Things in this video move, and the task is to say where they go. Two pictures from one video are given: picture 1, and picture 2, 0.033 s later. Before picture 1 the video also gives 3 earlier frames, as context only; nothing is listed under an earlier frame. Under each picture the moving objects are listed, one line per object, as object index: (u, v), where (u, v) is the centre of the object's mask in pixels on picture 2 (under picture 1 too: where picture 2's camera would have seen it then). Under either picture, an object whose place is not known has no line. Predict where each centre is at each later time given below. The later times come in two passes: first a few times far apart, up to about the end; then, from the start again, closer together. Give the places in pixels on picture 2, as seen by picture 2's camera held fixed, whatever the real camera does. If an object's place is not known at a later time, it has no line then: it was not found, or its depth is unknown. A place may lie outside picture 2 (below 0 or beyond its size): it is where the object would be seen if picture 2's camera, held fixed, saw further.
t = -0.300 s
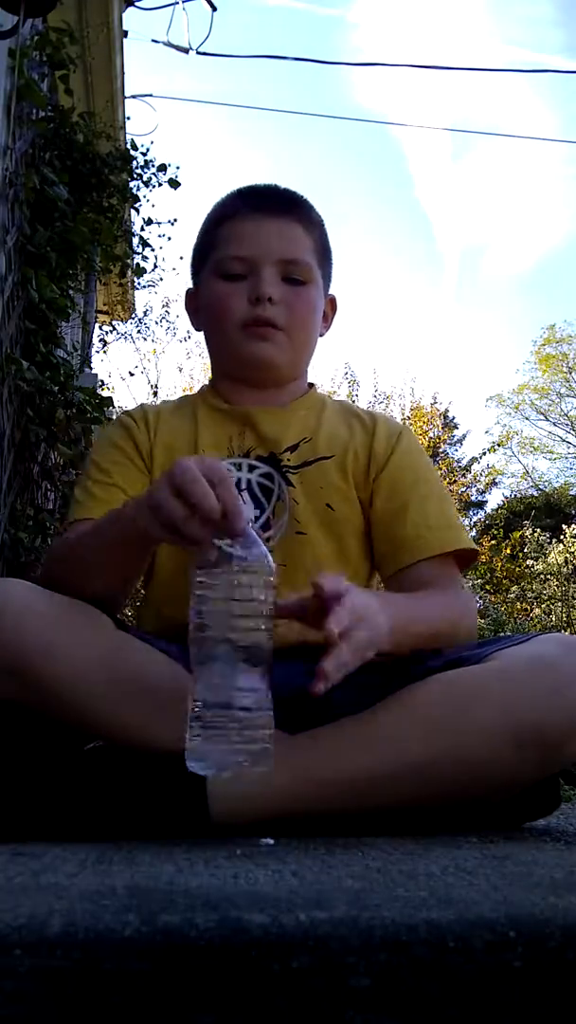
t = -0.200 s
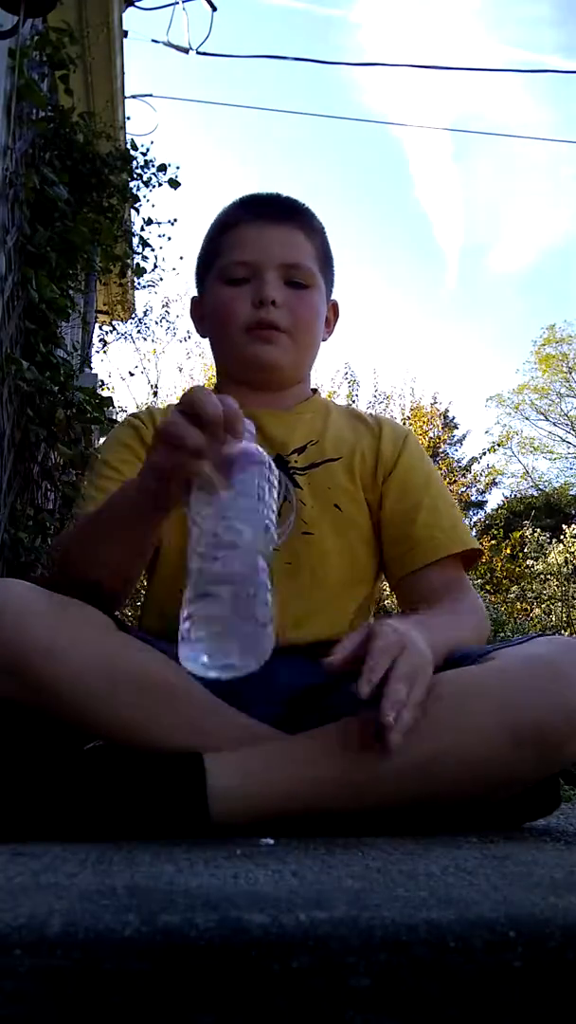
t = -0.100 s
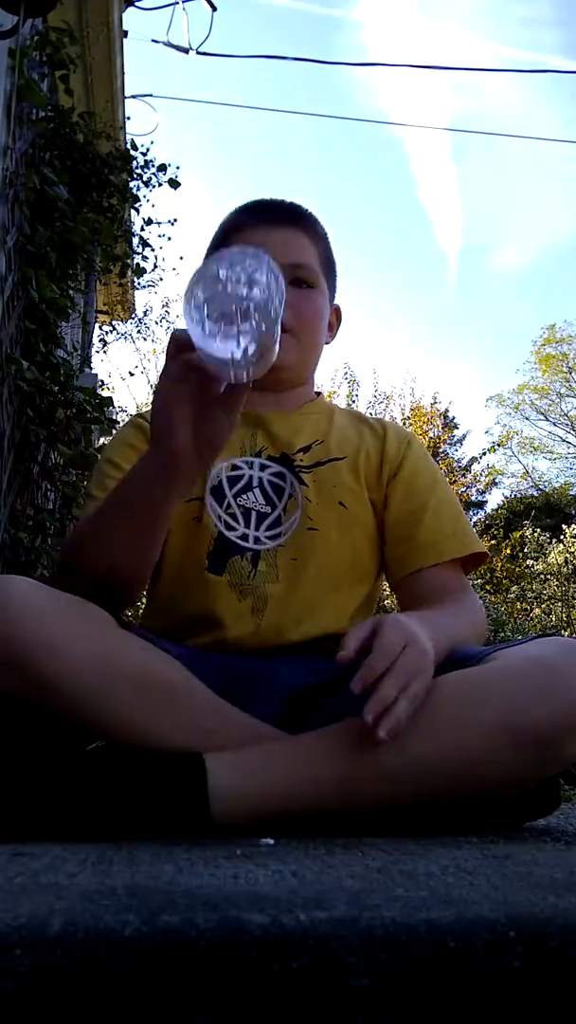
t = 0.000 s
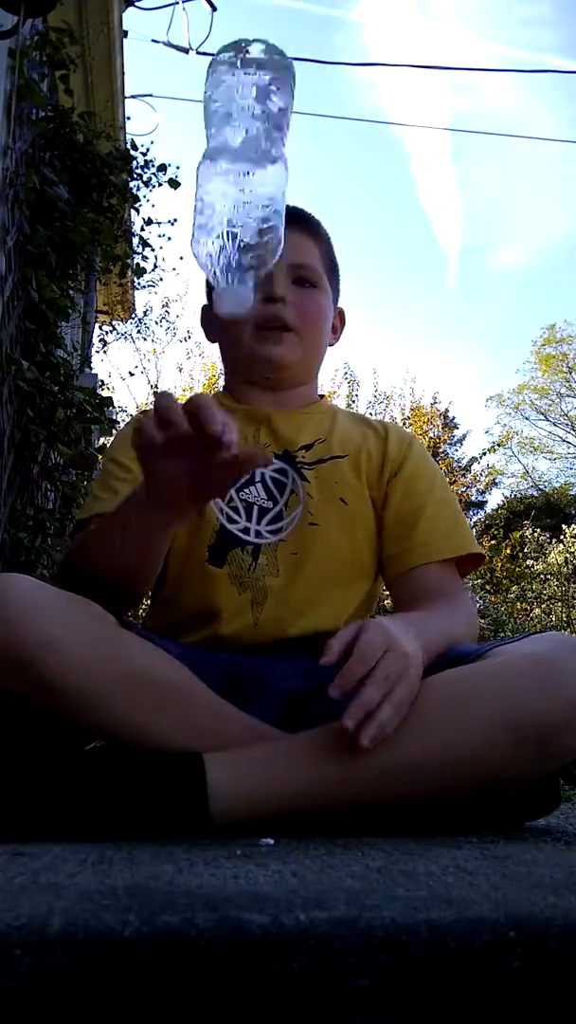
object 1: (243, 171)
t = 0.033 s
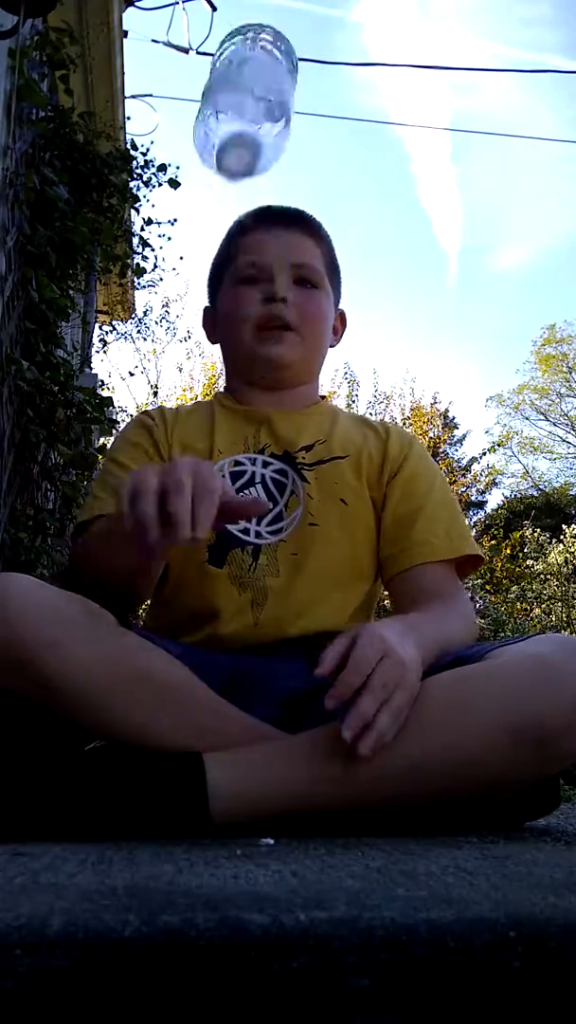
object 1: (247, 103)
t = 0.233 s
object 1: (275, 119)
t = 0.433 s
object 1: (304, 716)
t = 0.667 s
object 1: (316, 712)
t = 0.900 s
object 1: (306, 713)
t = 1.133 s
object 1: (305, 712)
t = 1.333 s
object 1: (304, 712)
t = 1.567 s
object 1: (305, 713)
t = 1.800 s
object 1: (305, 713)
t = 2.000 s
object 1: (305, 713)
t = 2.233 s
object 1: (304, 713)
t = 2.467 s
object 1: (305, 713)
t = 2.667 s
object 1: (304, 713)
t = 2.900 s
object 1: (304, 713)
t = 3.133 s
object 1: (304, 713)
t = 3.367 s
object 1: (304, 713)
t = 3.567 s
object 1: (304, 713)
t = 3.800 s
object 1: (304, 713)
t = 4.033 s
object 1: (305, 713)
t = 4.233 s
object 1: (305, 713)
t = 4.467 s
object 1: (305, 713)
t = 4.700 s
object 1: (304, 713)
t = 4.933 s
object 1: (304, 713)
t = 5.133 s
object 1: (304, 712)
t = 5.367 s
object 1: (304, 711)
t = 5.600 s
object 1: (304, 712)
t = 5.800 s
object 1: (305, 713)
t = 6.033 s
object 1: (305, 714)
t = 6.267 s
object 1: (305, 714)
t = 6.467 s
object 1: (305, 714)
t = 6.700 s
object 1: (305, 713)
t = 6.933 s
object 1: (305, 713)
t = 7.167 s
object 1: (305, 714)
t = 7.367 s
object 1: (305, 713)
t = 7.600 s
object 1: (304, 713)
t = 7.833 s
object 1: (305, 713)
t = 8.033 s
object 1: (304, 712)
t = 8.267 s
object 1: (305, 713)
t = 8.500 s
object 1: (304, 712)
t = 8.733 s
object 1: (305, 714)
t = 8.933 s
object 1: (304, 713)
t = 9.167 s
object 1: (305, 713)
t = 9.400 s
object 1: (304, 712)
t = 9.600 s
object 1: (305, 713)
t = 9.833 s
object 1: (304, 713)
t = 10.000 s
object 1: (304, 712)
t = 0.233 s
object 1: (275, 119)
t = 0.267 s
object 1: (281, 164)
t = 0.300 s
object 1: (285, 238)
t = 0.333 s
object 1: (289, 328)
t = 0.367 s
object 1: (294, 436)
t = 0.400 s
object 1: (298, 572)
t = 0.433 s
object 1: (304, 716)
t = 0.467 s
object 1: (315, 710)
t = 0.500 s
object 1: (319, 709)
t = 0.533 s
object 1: (321, 710)
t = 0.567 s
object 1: (322, 709)
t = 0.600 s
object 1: (322, 710)
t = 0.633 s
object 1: (320, 711)
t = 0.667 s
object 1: (316, 712)
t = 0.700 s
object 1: (310, 714)
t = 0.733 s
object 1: (302, 714)
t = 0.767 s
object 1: (299, 714)
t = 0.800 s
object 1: (302, 713)
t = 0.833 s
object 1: (307, 712)
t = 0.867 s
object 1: (308, 712)
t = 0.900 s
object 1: (306, 713)
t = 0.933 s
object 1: (304, 713)
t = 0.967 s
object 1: (304, 713)
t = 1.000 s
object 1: (306, 713)
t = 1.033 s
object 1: (306, 712)
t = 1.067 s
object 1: (304, 713)
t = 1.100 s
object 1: (303, 712)
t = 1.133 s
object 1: (305, 712)
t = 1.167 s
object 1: (305, 712)
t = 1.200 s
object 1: (304, 713)
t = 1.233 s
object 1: (304, 713)
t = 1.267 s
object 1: (305, 712)
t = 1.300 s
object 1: (305, 712)
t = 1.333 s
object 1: (304, 712)
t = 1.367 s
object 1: (304, 713)
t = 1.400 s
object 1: (305, 712)
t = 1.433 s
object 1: (305, 713)
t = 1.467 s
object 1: (304, 713)
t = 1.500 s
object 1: (305, 713)
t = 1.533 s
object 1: (305, 712)
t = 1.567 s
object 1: (305, 713)
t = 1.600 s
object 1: (305, 714)
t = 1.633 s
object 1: (305, 713)
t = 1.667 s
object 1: (305, 713)
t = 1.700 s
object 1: (305, 713)
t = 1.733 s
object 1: (305, 713)
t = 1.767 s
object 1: (305, 713)
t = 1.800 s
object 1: (305, 713)
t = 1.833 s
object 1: (305, 713)
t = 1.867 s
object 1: (305, 713)
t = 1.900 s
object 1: (304, 712)
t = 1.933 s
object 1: (304, 712)
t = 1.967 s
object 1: (304, 712)
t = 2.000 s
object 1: (305, 713)
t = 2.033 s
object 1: (305, 713)
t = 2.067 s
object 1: (304, 713)
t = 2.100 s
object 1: (304, 712)
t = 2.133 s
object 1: (304, 712)
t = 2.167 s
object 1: (304, 712)
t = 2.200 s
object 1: (304, 713)
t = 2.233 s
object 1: (304, 713)
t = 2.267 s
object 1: (304, 713)
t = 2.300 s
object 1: (305, 713)
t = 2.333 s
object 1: (305, 713)
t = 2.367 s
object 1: (304, 713)
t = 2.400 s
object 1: (304, 713)
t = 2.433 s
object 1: (305, 713)
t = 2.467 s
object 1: (305, 713)
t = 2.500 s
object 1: (305, 713)
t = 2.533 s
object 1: (304, 712)
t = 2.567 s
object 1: (304, 713)
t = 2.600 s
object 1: (305, 713)
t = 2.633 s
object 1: (305, 713)
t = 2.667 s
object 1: (304, 713)
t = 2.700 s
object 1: (304, 713)
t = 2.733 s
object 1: (304, 713)
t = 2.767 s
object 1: (304, 713)
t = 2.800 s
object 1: (305, 713)
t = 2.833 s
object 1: (304, 713)
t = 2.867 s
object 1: (304, 713)
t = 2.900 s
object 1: (304, 713)
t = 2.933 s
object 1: (305, 713)
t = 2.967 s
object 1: (304, 713)
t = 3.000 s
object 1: (304, 713)
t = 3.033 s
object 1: (304, 713)
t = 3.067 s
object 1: (305, 713)
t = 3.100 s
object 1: (305, 713)
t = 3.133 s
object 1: (304, 713)
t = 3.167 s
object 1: (304, 713)
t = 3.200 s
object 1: (304, 713)
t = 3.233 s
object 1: (304, 713)
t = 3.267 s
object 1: (304, 713)
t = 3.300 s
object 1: (304, 713)
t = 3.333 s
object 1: (304, 713)
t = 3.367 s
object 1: (304, 713)
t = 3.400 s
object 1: (304, 713)
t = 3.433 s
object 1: (304, 713)
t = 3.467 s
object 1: (304, 713)
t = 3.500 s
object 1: (304, 713)
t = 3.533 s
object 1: (304, 713)
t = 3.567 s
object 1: (304, 713)
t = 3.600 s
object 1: (304, 713)
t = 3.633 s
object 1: (304, 713)
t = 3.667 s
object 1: (304, 713)
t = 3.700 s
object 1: (304, 713)
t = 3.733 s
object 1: (304, 713)
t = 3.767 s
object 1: (304, 713)
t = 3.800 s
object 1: (304, 713)
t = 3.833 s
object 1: (304, 713)
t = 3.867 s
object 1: (305, 713)
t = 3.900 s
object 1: (304, 713)
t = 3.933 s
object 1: (305, 713)
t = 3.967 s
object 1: (305, 713)
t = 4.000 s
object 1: (305, 713)
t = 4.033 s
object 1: (305, 713)
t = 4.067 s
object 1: (305, 713)
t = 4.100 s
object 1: (305, 713)
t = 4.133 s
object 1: (305, 713)
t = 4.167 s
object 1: (305, 713)
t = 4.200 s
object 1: (305, 713)
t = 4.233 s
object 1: (305, 713)
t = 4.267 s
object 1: (305, 713)
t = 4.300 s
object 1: (305, 713)
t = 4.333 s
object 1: (305, 713)
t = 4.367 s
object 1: (305, 713)
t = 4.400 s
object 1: (305, 713)
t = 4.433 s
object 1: (305, 714)
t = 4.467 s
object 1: (305, 713)
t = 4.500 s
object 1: (305, 713)
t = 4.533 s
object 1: (305, 713)
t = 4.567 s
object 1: (305, 713)
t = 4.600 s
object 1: (305, 714)
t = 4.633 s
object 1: (305, 714)
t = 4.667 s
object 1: (304, 713)
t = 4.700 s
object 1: (304, 713)
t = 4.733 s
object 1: (304, 713)
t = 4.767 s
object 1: (304, 713)
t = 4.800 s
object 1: (304, 713)
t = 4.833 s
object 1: (304, 712)
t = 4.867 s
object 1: (304, 713)
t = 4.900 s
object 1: (304, 713)
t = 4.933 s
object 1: (304, 713)
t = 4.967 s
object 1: (304, 713)
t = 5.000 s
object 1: (304, 713)
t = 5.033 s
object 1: (305, 713)
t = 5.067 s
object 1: (304, 713)
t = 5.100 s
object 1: (304, 713)
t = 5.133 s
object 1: (304, 712)
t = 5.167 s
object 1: (304, 712)
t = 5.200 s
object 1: (305, 712)
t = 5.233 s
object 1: (304, 712)
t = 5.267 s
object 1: (304, 712)
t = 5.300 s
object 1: (304, 710)
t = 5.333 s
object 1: (304, 711)
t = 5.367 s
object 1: (304, 711)
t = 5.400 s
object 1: (304, 710)
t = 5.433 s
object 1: (304, 712)
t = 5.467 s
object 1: (304, 711)
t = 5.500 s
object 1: (304, 712)
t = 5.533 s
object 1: (304, 712)
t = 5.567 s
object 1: (304, 713)
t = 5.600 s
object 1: (304, 712)
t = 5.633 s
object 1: (304, 712)
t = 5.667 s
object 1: (304, 712)
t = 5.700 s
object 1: (304, 712)
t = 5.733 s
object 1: (304, 712)
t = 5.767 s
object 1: (304, 713)
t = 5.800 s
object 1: (305, 713)
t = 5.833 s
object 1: (304, 713)
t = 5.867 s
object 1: (304, 712)
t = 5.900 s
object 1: (304, 712)
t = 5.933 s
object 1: (304, 712)
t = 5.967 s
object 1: (305, 713)
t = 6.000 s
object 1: (305, 713)
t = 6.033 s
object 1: (305, 714)
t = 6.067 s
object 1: (305, 714)
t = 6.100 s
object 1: (305, 714)
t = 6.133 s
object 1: (305, 714)
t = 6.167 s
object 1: (305, 714)
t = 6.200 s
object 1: (305, 714)
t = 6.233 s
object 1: (305, 714)
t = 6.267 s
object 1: (305, 714)
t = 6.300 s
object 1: (305, 714)
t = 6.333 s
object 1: (305, 714)
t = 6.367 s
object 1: (305, 714)
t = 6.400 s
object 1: (305, 714)
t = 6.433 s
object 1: (305, 714)
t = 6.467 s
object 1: (305, 714)
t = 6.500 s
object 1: (305, 714)
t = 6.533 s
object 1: (305, 714)
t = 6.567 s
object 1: (305, 713)
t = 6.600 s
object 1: (305, 713)
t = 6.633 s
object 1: (305, 713)
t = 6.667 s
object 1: (305, 713)
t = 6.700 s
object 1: (305, 713)
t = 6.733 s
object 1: (305, 713)
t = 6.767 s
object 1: (304, 713)
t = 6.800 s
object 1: (304, 713)
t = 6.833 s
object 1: (305, 713)
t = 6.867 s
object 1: (305, 714)
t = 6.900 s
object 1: (305, 713)
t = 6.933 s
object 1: (305, 713)
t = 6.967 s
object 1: (305, 713)
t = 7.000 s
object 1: (305, 714)
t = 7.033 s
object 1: (305, 713)
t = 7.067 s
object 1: (305, 714)
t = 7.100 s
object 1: (305, 714)
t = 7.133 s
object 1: (305, 714)
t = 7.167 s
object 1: (305, 714)
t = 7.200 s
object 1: (305, 713)
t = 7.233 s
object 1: (305, 714)
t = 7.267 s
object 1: (305, 714)
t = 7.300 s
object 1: (305, 713)
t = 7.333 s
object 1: (305, 713)
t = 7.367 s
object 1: (305, 713)
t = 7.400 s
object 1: (305, 713)
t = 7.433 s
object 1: (305, 713)
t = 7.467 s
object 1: (305, 713)
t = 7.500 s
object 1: (305, 714)
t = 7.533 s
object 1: (305, 714)
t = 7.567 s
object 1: (304, 713)
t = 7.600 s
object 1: (304, 713)
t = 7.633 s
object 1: (305, 713)
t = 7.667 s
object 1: (304, 713)
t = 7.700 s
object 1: (305, 713)
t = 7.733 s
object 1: (304, 713)
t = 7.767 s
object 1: (304, 713)
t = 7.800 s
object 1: (305, 713)
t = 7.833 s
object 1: (305, 713)
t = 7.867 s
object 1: (305, 713)
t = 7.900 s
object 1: (304, 713)
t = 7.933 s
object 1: (304, 713)
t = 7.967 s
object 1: (304, 712)
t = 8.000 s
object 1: (304, 712)
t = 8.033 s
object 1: (304, 712)
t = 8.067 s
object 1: (304, 712)
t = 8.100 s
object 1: (304, 711)
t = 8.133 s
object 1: (304, 712)
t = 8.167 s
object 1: (304, 712)
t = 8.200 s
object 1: (304, 713)
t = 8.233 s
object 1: (304, 713)
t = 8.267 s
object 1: (305, 713)
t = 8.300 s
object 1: (305, 713)
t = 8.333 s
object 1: (305, 713)
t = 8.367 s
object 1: (305, 713)
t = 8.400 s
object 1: (305, 713)
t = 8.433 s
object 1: (305, 713)
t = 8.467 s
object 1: (304, 713)
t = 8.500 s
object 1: (304, 712)
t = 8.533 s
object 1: (304, 713)
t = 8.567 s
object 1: (304, 713)
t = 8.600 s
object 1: (304, 712)
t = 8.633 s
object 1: (304, 712)
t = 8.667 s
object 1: (304, 712)
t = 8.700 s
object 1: (304, 711)
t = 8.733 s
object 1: (305, 714)
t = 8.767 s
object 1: (304, 712)
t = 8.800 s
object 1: (304, 713)
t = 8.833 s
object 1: (304, 713)
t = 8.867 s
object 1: (304, 713)
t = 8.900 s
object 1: (304, 713)
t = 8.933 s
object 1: (304, 713)
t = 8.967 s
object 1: (304, 713)
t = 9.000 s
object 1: (304, 713)
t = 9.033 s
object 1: (304, 713)
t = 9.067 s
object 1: (304, 713)
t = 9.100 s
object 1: (304, 713)
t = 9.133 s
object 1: (304, 713)
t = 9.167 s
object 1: (305, 713)
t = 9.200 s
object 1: (305, 713)
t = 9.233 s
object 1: (305, 713)
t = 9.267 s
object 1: (305, 713)
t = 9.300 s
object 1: (305, 713)
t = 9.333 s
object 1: (305, 713)
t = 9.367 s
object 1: (304, 713)
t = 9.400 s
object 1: (304, 712)
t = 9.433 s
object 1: (304, 712)
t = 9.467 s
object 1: (304, 713)
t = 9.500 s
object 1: (304, 713)
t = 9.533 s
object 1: (305, 713)
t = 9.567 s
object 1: (305, 713)
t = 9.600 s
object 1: (305, 713)
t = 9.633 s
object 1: (305, 713)
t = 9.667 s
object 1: (304, 713)
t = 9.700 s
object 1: (305, 714)
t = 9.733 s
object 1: (304, 713)
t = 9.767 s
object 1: (304, 713)
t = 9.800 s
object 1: (304, 713)
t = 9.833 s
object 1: (304, 713)
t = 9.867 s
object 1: (304, 713)
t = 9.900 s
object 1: (304, 712)
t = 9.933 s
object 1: (304, 713)
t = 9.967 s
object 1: (304, 712)
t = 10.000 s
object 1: (304, 712)
